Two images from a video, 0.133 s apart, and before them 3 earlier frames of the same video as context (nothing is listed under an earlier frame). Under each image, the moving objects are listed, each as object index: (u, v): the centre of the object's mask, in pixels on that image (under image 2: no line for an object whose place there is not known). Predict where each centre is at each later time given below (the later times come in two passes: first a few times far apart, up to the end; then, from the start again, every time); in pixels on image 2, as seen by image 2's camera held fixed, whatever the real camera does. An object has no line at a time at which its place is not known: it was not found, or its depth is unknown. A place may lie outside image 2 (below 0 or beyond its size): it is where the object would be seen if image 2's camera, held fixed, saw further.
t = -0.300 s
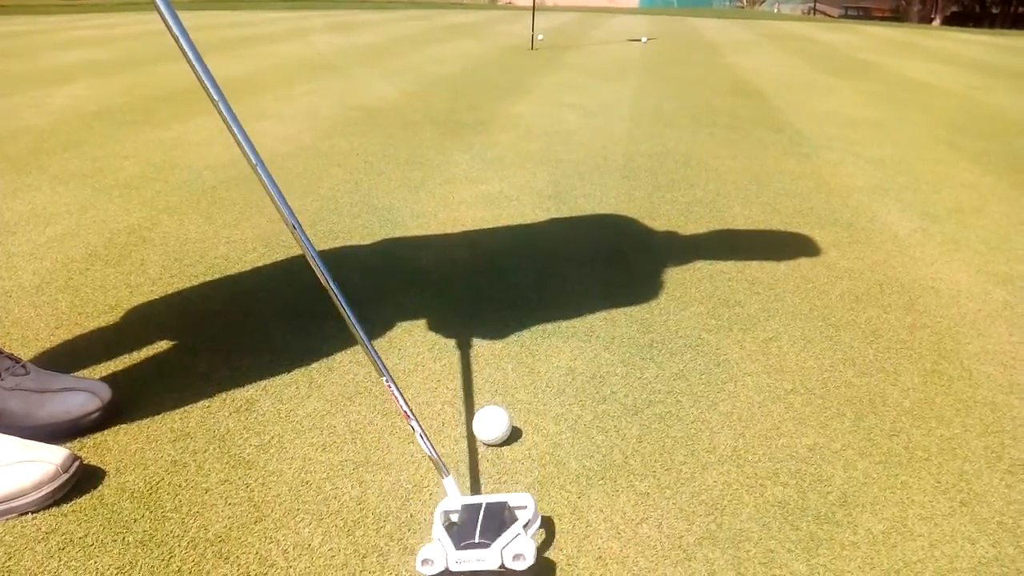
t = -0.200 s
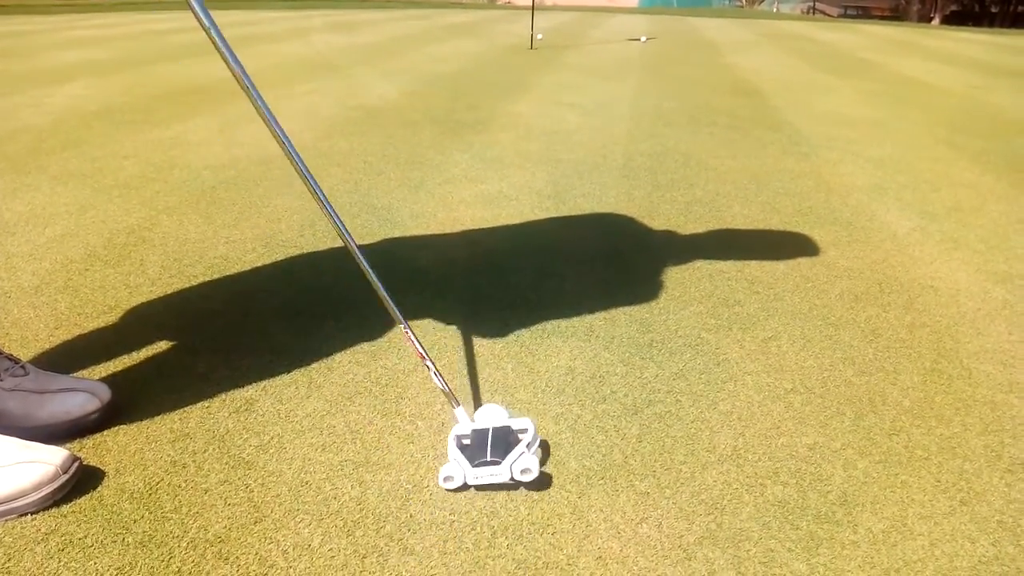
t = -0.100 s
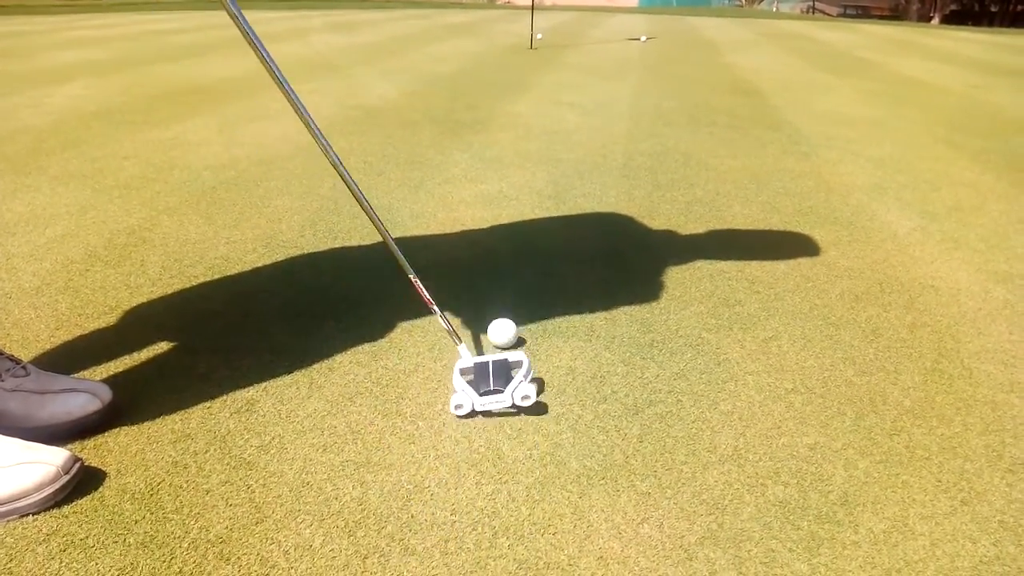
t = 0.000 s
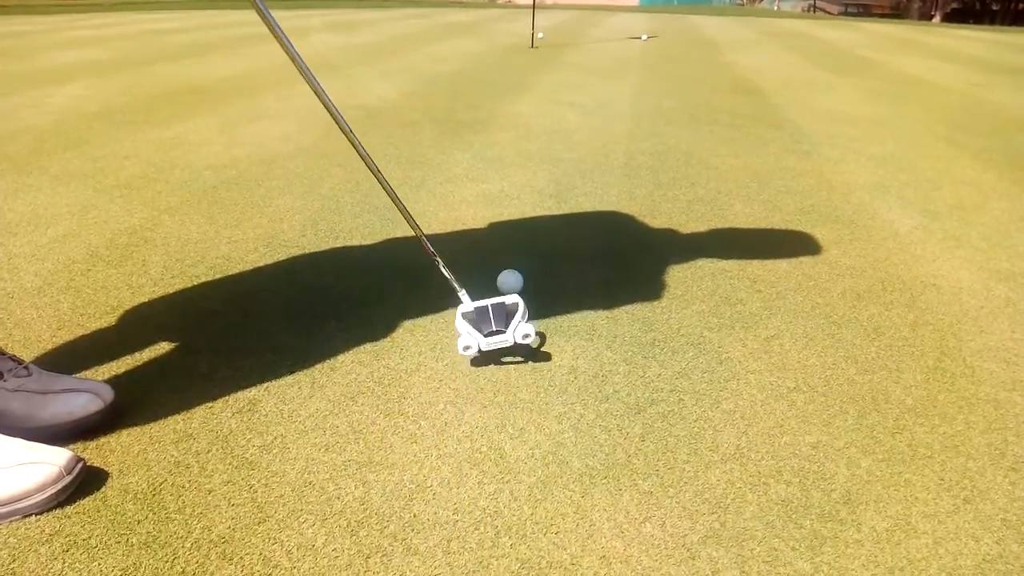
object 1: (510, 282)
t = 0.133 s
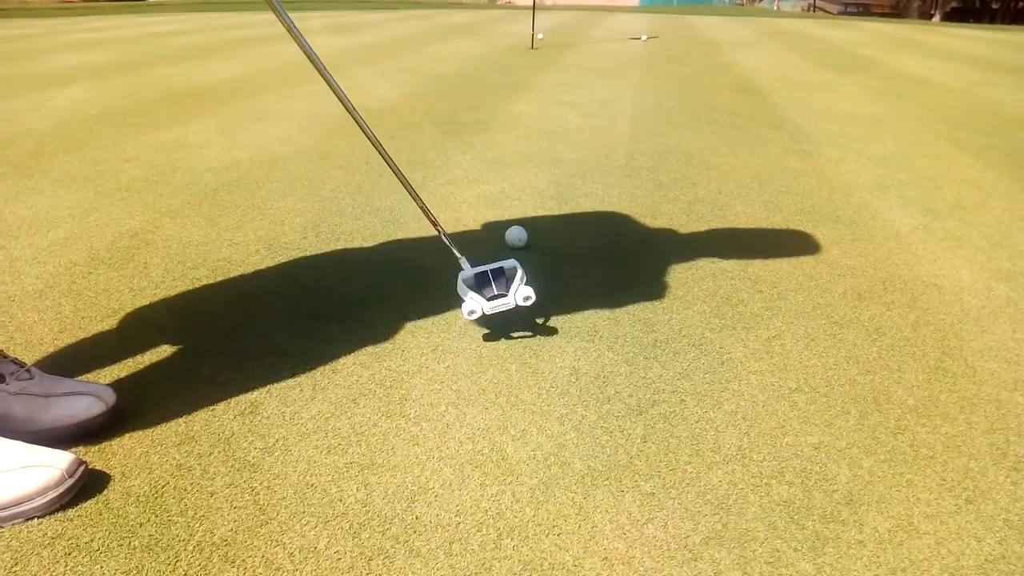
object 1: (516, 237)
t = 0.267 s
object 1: (521, 204)
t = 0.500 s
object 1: (527, 164)
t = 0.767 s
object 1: (534, 133)
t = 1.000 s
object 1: (538, 115)
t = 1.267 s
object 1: (540, 99)
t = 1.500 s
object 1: (543, 88)
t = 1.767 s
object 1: (545, 78)
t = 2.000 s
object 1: (547, 72)
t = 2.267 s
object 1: (548, 66)
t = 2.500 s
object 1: (550, 63)
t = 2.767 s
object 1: (553, 58)
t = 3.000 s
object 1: (555, 56)
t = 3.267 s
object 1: (557, 53)
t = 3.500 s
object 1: (560, 51)
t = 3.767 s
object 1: (563, 49)
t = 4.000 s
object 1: (566, 47)
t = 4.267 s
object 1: (570, 46)
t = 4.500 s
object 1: (571, 46)
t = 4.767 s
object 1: (573, 46)
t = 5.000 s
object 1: (573, 45)
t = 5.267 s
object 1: (573, 45)
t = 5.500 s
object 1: (573, 46)
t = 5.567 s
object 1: (574, 48)
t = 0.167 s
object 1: (517, 228)
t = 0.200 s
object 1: (518, 220)
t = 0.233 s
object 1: (519, 212)
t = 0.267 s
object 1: (521, 204)
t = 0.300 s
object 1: (521, 198)
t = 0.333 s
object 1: (522, 191)
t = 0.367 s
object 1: (523, 185)
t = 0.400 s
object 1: (524, 179)
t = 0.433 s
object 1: (525, 174)
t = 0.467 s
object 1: (526, 168)
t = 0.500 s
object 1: (527, 164)
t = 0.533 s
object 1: (528, 159)
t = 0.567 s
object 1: (529, 155)
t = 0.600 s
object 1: (530, 151)
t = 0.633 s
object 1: (531, 147)
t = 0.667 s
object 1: (531, 143)
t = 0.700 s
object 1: (532, 140)
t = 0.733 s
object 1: (533, 136)
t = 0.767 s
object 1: (534, 133)
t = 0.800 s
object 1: (534, 130)
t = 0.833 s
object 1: (535, 127)
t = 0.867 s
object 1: (535, 124)
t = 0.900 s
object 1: (536, 122)
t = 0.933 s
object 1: (537, 119)
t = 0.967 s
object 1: (537, 117)
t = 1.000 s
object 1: (538, 115)
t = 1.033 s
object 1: (538, 112)
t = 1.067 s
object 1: (539, 110)
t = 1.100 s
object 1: (539, 108)
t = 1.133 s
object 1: (539, 106)
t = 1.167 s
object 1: (539, 104)
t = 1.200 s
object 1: (540, 102)
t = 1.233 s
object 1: (540, 100)
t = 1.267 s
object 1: (540, 99)
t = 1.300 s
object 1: (541, 97)
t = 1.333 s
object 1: (541, 95)
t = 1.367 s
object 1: (541, 94)
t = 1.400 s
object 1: (542, 92)
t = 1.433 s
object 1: (542, 90)
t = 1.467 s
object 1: (542, 89)
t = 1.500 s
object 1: (543, 88)
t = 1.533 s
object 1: (543, 87)
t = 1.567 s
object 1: (543, 85)
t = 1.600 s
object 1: (544, 84)
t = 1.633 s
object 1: (544, 83)
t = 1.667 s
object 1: (544, 81)
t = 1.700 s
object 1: (545, 80)
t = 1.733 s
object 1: (544, 79)
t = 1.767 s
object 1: (545, 78)
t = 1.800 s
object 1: (545, 77)
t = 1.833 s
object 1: (545, 76)
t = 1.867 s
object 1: (545, 75)
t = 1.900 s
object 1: (546, 74)
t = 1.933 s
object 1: (546, 73)
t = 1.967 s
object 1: (546, 72)
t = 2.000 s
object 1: (547, 72)
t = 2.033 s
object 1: (547, 71)
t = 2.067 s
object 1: (547, 70)
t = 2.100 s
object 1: (547, 70)
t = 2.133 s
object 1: (548, 69)
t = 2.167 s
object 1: (548, 68)
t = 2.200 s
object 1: (548, 68)
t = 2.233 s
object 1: (548, 67)
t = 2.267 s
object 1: (548, 66)
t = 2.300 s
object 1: (549, 66)
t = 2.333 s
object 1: (549, 65)
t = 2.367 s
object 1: (549, 64)
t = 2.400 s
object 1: (549, 64)
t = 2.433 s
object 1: (549, 63)
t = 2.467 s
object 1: (550, 63)
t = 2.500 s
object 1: (550, 63)
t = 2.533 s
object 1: (551, 62)
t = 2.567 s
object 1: (551, 61)
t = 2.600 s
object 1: (552, 61)
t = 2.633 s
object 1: (552, 60)
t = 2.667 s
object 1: (552, 60)
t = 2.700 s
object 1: (552, 59)
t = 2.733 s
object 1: (553, 59)
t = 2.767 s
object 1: (553, 58)
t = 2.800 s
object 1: (553, 58)
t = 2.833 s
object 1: (554, 57)
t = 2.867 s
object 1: (554, 57)
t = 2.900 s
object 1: (554, 57)
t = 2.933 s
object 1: (555, 56)
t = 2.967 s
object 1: (555, 56)
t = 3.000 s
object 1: (555, 56)
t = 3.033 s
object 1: (555, 55)
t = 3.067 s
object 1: (556, 55)
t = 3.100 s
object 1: (556, 55)
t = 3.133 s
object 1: (557, 54)
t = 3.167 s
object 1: (557, 54)
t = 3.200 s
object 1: (557, 54)
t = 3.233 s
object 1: (557, 53)
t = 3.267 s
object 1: (557, 53)
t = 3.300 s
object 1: (557, 53)
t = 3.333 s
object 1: (558, 53)
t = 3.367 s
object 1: (558, 52)
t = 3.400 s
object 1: (559, 52)
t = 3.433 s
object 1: (559, 52)
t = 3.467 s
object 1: (560, 51)
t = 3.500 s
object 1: (560, 51)
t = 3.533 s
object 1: (560, 51)
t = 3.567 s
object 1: (561, 50)
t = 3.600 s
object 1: (561, 50)
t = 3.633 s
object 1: (561, 50)
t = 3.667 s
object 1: (561, 50)
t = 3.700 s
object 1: (562, 49)
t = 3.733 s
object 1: (563, 49)
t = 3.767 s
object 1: (563, 49)
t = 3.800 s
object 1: (564, 49)
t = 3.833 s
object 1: (564, 48)
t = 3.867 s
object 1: (565, 48)
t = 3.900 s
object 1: (565, 48)
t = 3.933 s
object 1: (566, 48)
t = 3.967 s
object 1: (566, 47)
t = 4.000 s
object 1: (566, 47)
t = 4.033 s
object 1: (567, 47)
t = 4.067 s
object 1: (567, 47)
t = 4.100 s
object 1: (567, 47)
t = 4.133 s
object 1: (568, 47)
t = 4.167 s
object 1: (568, 47)
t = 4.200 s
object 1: (569, 46)
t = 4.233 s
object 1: (570, 46)
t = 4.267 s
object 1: (570, 46)
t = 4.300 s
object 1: (571, 46)
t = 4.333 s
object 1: (571, 46)
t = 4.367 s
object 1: (571, 46)
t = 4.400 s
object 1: (571, 46)
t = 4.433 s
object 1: (571, 46)
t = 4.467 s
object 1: (571, 46)
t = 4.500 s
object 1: (571, 46)
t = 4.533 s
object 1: (571, 45)
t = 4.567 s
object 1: (571, 46)
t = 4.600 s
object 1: (572, 46)
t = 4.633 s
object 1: (572, 45)
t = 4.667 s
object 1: (572, 45)
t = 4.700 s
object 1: (572, 46)
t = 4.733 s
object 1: (573, 46)
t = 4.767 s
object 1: (573, 46)
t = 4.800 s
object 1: (573, 45)
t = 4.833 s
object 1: (573, 45)
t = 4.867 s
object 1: (573, 45)
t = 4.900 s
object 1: (573, 45)
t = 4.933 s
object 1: (573, 46)
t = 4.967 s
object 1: (573, 45)
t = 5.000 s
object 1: (573, 45)
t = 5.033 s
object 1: (573, 45)
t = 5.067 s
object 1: (573, 45)
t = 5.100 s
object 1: (573, 45)
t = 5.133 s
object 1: (573, 45)
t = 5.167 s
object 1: (573, 45)
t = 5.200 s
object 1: (573, 45)
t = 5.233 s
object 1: (573, 45)
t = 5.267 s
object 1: (573, 45)
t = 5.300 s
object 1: (573, 45)
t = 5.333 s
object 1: (573, 45)
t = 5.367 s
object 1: (573, 45)
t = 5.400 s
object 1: (573, 45)
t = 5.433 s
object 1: (573, 45)
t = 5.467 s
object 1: (573, 46)
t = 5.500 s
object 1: (573, 46)
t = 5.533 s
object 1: (574, 47)
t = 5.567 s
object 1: (574, 48)
